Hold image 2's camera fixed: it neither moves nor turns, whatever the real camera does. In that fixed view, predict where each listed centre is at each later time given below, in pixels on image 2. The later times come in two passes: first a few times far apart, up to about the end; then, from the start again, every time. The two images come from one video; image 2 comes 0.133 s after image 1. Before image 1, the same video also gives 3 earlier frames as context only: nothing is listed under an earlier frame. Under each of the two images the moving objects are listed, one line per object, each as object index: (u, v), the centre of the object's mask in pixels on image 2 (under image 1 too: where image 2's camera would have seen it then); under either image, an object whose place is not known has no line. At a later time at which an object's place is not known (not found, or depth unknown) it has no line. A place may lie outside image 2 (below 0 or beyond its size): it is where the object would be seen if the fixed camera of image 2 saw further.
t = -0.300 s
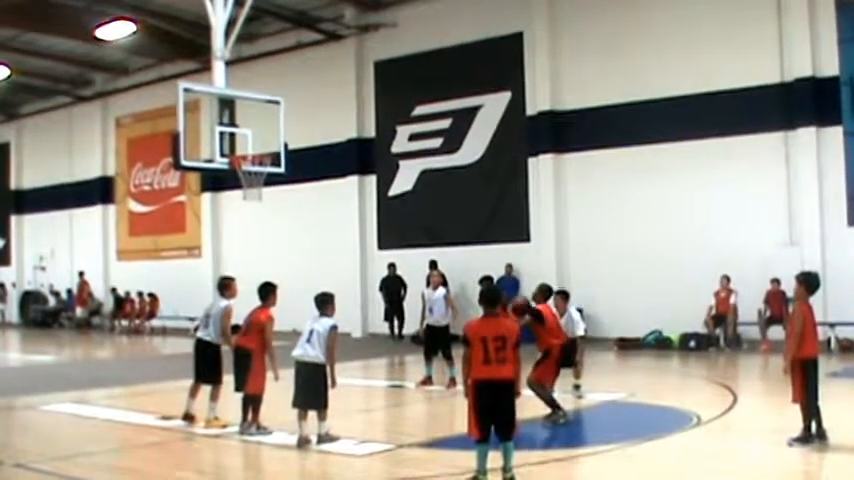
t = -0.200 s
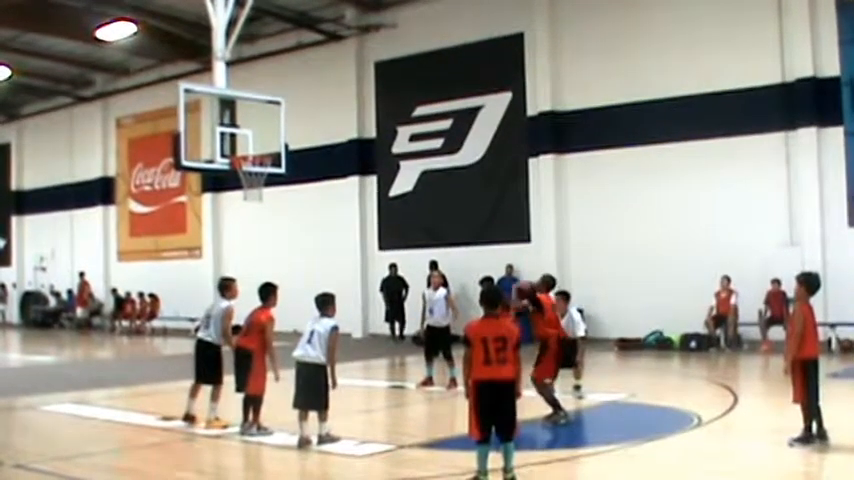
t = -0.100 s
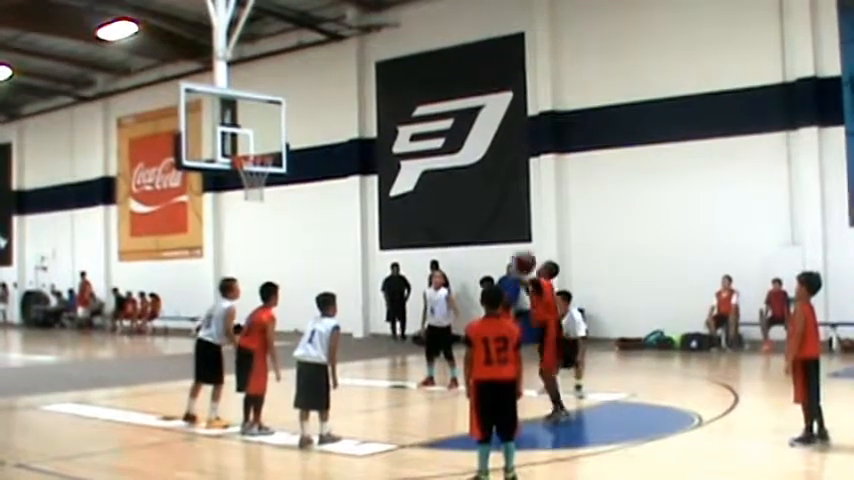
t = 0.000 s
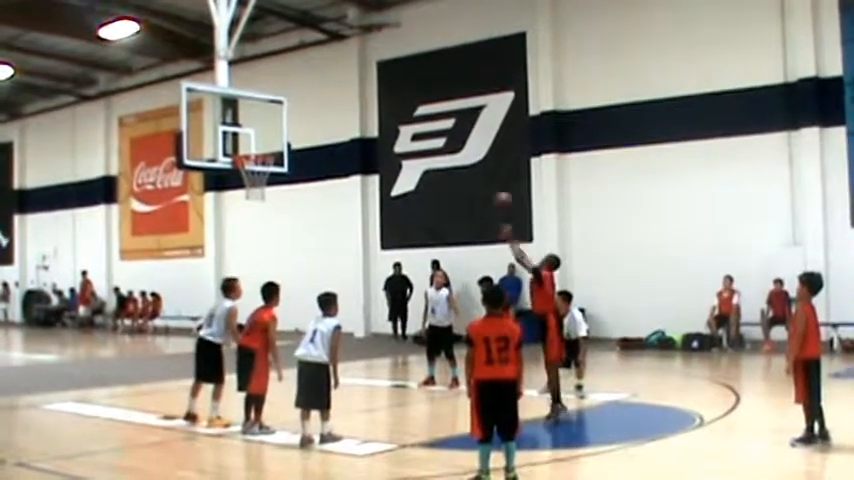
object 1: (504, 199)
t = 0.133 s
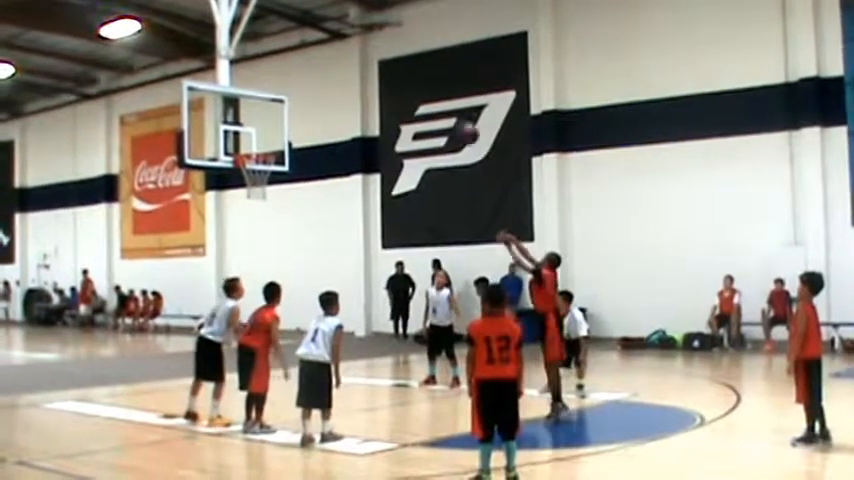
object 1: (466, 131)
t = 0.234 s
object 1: (442, 95)
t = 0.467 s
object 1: (390, 52)
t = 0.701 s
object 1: (344, 49)
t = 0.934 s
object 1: (304, 89)
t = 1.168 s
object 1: (278, 141)
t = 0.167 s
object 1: (460, 120)
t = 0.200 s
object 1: (451, 105)
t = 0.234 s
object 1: (442, 95)
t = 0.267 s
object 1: (434, 83)
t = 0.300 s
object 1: (427, 73)
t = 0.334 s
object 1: (419, 65)
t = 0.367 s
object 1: (414, 57)
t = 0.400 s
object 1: (408, 61)
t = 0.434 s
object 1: (397, 54)
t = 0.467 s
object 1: (390, 52)
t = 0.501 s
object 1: (383, 48)
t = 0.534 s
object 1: (377, 45)
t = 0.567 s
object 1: (369, 44)
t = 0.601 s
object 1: (363, 44)
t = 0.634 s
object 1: (358, 47)
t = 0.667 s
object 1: (350, 48)
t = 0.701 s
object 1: (344, 49)
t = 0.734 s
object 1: (338, 53)
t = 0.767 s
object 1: (332, 56)
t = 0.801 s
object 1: (326, 63)
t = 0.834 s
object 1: (320, 68)
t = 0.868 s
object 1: (315, 74)
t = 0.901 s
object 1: (309, 82)
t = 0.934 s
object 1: (304, 89)
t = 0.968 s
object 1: (299, 98)
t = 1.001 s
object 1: (294, 108)
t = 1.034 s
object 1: (288, 119)
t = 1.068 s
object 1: (283, 130)
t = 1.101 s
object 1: (278, 142)
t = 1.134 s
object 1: (276, 147)
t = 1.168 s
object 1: (278, 141)
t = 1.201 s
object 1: (280, 135)
